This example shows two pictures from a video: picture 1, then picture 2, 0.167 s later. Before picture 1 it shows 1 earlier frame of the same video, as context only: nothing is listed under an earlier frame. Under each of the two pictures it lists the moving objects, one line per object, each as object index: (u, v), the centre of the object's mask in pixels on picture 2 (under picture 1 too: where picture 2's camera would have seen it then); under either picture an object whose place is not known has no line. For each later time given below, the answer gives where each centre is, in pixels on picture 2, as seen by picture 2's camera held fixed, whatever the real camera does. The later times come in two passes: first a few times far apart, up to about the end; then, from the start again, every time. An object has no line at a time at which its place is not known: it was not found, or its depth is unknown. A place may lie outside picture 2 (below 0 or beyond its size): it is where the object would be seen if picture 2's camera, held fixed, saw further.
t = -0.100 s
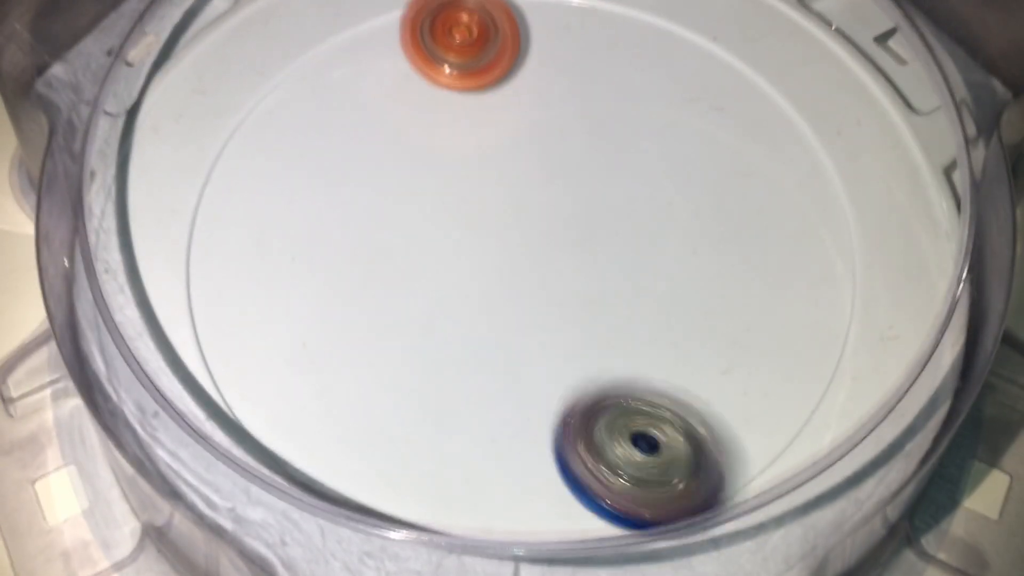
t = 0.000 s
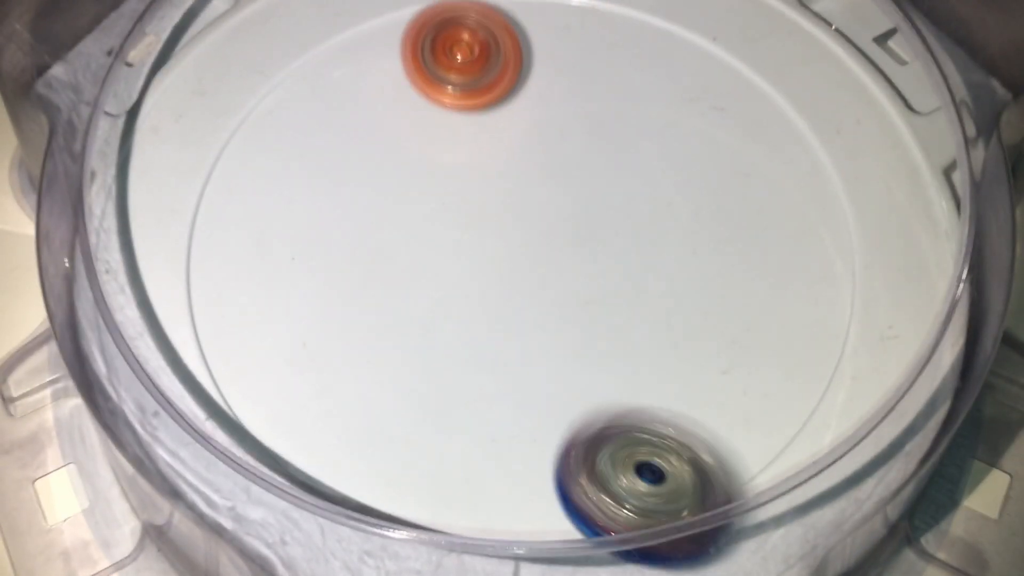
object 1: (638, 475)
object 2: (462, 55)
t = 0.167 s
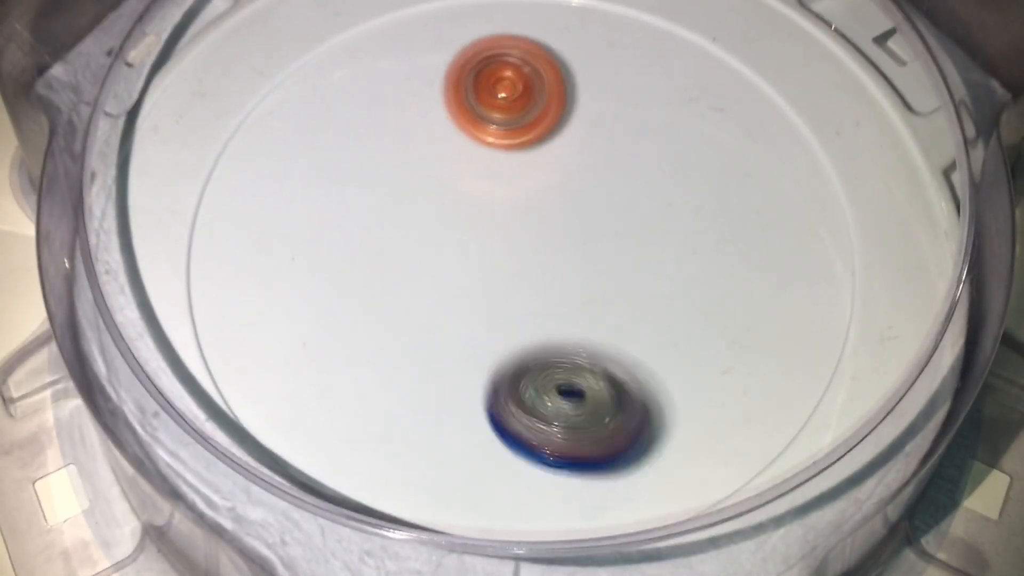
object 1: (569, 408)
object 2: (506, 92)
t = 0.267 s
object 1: (550, 341)
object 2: (548, 107)
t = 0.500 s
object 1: (623, 232)
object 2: (629, 75)
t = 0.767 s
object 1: (756, 221)
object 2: (591, 35)
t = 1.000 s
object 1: (798, 190)
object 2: (567, 95)
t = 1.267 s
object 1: (783, 147)
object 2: (639, 203)
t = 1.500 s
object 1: (762, 125)
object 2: (684, 271)
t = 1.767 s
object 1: (526, 107)
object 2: (721, 285)
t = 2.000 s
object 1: (424, 46)
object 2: (671, 296)
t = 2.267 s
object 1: (463, 43)
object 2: (607, 344)
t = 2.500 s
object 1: (418, 216)
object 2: (556, 371)
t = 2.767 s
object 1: (260, 274)
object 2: (499, 366)
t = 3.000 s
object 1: (331, 205)
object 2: (456, 340)
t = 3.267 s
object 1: (609, 182)
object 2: (468, 374)
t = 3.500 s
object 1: (725, 351)
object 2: (469, 298)
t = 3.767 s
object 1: (483, 393)
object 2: (419, 226)
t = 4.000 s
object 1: (442, 250)
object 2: (385, 108)
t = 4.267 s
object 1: (626, 147)
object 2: (342, 75)
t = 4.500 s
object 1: (712, 273)
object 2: (381, 98)
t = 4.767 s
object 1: (449, 303)
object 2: (487, 115)
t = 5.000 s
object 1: (386, 138)
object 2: (576, 118)
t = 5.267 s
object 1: (513, 45)
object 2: (717, 171)
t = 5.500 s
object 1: (540, 51)
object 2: (873, 344)
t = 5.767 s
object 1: (447, 231)
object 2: (620, 354)
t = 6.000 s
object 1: (288, 278)
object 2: (460, 330)
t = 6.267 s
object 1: (307, 191)
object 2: (399, 386)
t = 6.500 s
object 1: (533, 253)
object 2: (381, 443)
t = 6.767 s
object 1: (703, 380)
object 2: (437, 408)
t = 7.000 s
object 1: (602, 424)
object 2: (442, 315)
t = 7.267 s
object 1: (613, 262)
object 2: (350, 133)
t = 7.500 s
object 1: (687, 159)
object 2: (346, 63)
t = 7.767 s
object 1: (678, 162)
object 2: (427, 64)
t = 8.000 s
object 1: (525, 190)
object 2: (509, 57)
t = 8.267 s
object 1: (384, 158)
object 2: (606, 100)
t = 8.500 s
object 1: (451, 170)
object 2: (675, 170)
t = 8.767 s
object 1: (486, 320)
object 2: (702, 267)
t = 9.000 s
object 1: (410, 341)
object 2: (662, 343)
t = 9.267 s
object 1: (546, 250)
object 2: (563, 396)
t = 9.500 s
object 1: (682, 257)
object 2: (462, 381)
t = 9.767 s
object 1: (584, 273)
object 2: (375, 305)
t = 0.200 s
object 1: (560, 385)
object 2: (519, 98)
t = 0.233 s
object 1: (554, 361)
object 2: (533, 102)
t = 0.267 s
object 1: (550, 341)
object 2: (548, 107)
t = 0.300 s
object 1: (553, 315)
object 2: (563, 111)
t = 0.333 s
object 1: (558, 292)
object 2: (577, 113)
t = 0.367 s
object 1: (566, 272)
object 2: (590, 115)
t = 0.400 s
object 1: (577, 250)
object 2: (602, 116)
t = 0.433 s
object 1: (588, 235)
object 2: (612, 116)
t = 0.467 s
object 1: (606, 228)
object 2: (623, 97)
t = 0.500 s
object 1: (623, 232)
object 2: (629, 75)
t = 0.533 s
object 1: (641, 236)
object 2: (631, 57)
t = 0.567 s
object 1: (660, 234)
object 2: (630, 48)
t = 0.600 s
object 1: (678, 234)
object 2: (626, 42)
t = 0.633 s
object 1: (695, 236)
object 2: (620, 37)
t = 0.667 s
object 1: (712, 229)
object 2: (613, 34)
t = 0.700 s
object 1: (725, 229)
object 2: (605, 34)
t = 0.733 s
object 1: (742, 223)
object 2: (598, 34)
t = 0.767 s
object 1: (756, 221)
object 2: (591, 35)
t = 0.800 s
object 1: (768, 213)
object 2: (584, 38)
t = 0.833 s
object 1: (777, 209)
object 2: (576, 42)
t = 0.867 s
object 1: (783, 205)
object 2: (570, 47)
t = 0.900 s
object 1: (789, 200)
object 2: (566, 57)
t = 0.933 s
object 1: (793, 197)
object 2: (565, 68)
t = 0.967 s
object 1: (796, 194)
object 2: (566, 82)
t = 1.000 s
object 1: (798, 190)
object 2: (567, 95)
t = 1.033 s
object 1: (799, 185)
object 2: (571, 109)
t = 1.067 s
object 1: (798, 180)
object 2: (575, 124)
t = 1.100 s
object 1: (797, 176)
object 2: (581, 138)
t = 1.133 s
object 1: (797, 172)
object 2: (590, 152)
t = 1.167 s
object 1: (795, 167)
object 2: (601, 167)
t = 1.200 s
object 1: (792, 161)
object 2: (612, 180)
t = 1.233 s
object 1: (788, 154)
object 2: (624, 192)
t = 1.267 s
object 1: (783, 147)
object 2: (639, 203)
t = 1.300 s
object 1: (778, 141)
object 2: (653, 213)
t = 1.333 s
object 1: (780, 130)
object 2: (658, 226)
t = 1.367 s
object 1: (785, 121)
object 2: (659, 240)
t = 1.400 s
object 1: (787, 117)
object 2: (662, 251)
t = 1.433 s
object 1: (784, 117)
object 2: (667, 259)
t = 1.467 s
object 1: (777, 121)
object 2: (675, 266)
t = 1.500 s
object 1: (762, 125)
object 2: (684, 271)
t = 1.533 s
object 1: (741, 130)
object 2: (693, 276)
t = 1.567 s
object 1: (713, 133)
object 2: (702, 279)
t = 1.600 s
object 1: (681, 133)
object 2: (710, 282)
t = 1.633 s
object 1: (647, 131)
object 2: (716, 283)
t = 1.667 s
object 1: (614, 128)
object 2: (721, 284)
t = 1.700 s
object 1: (582, 122)
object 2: (723, 285)
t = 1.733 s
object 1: (553, 116)
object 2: (723, 285)
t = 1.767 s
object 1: (526, 107)
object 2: (721, 285)
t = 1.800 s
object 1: (502, 99)
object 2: (717, 285)
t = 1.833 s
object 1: (482, 90)
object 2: (712, 285)
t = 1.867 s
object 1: (464, 80)
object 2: (704, 286)
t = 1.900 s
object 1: (450, 69)
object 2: (696, 286)
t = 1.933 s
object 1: (438, 59)
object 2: (687, 289)
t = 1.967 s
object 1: (429, 52)
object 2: (679, 292)
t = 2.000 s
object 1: (424, 46)
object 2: (671, 296)
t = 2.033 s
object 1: (422, 42)
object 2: (664, 302)
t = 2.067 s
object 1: (423, 38)
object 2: (656, 307)
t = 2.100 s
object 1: (426, 36)
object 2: (648, 313)
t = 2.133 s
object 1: (431, 34)
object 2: (640, 319)
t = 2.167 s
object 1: (437, 34)
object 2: (631, 326)
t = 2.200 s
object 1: (444, 34)
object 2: (623, 332)
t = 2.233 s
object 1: (453, 37)
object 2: (615, 338)
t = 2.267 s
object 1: (463, 43)
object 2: (607, 344)
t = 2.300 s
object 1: (470, 56)
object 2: (599, 349)
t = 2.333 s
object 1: (472, 79)
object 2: (591, 354)
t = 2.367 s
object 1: (468, 110)
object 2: (583, 359)
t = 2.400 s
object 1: (461, 138)
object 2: (576, 363)
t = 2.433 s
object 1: (448, 166)
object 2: (569, 367)
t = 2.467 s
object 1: (433, 192)
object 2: (563, 369)
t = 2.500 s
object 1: (418, 216)
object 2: (556, 371)
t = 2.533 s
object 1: (399, 237)
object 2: (549, 372)
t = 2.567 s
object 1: (379, 254)
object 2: (541, 373)
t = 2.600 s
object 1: (358, 266)
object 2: (534, 373)
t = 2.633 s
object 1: (337, 276)
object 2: (528, 372)
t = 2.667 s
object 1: (316, 282)
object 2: (522, 372)
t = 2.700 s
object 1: (296, 283)
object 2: (515, 370)
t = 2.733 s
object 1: (276, 281)
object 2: (507, 369)
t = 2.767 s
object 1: (260, 274)
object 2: (499, 366)
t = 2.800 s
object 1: (244, 266)
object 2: (492, 364)
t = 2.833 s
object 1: (232, 255)
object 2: (487, 361)
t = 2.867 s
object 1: (227, 240)
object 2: (481, 358)
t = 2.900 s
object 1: (238, 220)
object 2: (476, 354)
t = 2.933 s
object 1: (260, 211)
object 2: (471, 350)
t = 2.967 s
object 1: (293, 203)
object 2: (464, 345)
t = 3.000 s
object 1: (331, 205)
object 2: (456, 340)
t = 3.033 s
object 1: (372, 207)
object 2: (447, 334)
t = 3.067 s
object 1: (412, 209)
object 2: (441, 337)
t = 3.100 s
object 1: (447, 190)
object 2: (443, 365)
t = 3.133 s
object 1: (482, 178)
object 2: (445, 384)
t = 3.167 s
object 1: (516, 171)
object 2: (449, 390)
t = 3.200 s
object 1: (550, 172)
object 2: (454, 388)
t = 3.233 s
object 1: (580, 177)
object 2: (462, 383)
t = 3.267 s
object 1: (609, 182)
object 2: (468, 374)
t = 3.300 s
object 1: (638, 197)
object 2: (472, 364)
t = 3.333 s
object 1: (663, 215)
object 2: (475, 353)
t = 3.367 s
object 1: (688, 238)
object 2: (476, 343)
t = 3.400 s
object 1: (709, 267)
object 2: (476, 332)
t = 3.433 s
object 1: (723, 291)
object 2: (475, 320)
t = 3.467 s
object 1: (730, 324)
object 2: (473, 310)
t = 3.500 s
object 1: (725, 351)
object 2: (469, 298)
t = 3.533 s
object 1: (716, 380)
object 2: (464, 288)
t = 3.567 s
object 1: (696, 404)
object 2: (457, 277)
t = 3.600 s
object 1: (667, 423)
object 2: (450, 267)
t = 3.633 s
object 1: (635, 435)
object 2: (442, 257)
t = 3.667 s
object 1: (595, 439)
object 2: (435, 246)
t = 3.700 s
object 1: (554, 432)
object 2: (429, 238)
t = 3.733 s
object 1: (517, 417)
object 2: (423, 232)
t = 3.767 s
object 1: (483, 393)
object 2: (419, 226)
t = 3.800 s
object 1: (455, 365)
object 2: (416, 221)
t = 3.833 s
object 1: (437, 338)
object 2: (412, 215)
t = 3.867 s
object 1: (430, 330)
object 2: (407, 180)
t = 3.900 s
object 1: (430, 317)
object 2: (402, 151)
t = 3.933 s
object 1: (430, 298)
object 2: (398, 131)
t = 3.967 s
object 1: (433, 274)
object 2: (393, 118)
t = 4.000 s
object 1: (442, 250)
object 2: (385, 108)
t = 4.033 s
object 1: (455, 224)
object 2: (377, 100)
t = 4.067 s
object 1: (472, 203)
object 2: (369, 92)
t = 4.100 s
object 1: (494, 183)
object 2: (361, 86)
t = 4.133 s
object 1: (517, 169)
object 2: (354, 81)
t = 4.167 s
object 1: (544, 158)
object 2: (349, 78)
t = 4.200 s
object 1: (570, 151)
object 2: (345, 76)
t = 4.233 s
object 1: (598, 147)
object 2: (343, 75)
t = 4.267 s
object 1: (626, 147)
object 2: (342, 75)
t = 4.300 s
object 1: (652, 154)
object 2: (343, 77)
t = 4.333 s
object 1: (678, 162)
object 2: (345, 79)
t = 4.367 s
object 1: (698, 178)
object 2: (349, 83)
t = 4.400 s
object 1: (712, 197)
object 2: (354, 86)
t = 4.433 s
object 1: (720, 220)
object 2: (362, 90)
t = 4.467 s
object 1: (722, 247)
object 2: (371, 94)
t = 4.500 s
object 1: (712, 273)
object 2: (381, 98)
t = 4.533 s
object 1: (693, 298)
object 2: (393, 102)
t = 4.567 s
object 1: (663, 319)
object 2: (405, 105)
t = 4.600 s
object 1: (629, 332)
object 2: (419, 108)
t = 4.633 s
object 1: (583, 340)
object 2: (433, 110)
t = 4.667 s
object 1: (553, 338)
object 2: (447, 112)
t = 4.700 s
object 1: (514, 332)
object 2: (460, 114)
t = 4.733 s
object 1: (479, 319)
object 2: (474, 115)
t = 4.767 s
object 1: (449, 303)
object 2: (487, 115)
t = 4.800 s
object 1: (425, 282)
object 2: (501, 116)
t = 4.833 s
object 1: (406, 260)
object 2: (515, 117)
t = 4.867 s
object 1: (391, 234)
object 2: (528, 117)
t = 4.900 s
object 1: (382, 211)
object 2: (542, 117)
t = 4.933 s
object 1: (378, 184)
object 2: (554, 118)
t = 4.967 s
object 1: (380, 162)
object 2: (565, 118)
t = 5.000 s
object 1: (386, 138)
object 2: (576, 118)
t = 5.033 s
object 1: (397, 118)
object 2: (586, 119)
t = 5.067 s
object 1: (411, 98)
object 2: (596, 119)
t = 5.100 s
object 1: (429, 83)
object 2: (607, 120)
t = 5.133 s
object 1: (451, 69)
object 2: (616, 120)
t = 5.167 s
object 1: (477, 61)
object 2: (625, 122)
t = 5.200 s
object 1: (504, 61)
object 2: (634, 123)
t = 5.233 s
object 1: (528, 61)
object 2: (649, 130)
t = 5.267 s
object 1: (513, 45)
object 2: (717, 171)
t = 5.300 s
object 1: (503, 37)
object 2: (776, 208)
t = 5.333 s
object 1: (500, 33)
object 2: (828, 241)
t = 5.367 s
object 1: (504, 31)
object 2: (865, 262)
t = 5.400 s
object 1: (511, 31)
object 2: (881, 290)
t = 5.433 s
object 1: (523, 34)
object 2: (903, 315)
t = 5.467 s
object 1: (533, 40)
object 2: (895, 330)
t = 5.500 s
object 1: (540, 51)
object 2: (873, 344)
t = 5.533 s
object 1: (542, 71)
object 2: (850, 354)
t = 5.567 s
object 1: (537, 100)
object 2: (827, 362)
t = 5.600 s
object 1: (529, 124)
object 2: (801, 373)
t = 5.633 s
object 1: (517, 150)
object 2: (767, 374)
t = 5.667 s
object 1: (502, 174)
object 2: (731, 373)
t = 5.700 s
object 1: (485, 196)
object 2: (694, 368)
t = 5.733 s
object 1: (467, 216)
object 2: (657, 362)
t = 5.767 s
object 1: (447, 231)
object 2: (620, 354)
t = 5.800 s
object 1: (428, 248)
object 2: (587, 346)
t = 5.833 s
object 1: (409, 260)
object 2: (552, 338)
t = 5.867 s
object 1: (390, 271)
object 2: (522, 330)
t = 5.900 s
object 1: (367, 278)
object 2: (496, 325)
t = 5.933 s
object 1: (339, 283)
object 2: (483, 325)
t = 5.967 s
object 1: (312, 282)
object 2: (471, 327)
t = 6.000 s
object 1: (288, 278)
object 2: (460, 330)
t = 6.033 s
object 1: (266, 273)
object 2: (450, 334)
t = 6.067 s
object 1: (246, 262)
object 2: (440, 339)
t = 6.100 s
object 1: (232, 250)
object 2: (432, 345)
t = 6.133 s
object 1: (224, 235)
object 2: (424, 352)
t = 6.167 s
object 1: (228, 216)
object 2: (417, 360)
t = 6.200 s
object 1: (245, 203)
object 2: (410, 368)
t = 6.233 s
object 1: (274, 194)
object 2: (404, 376)
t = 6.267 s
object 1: (307, 191)
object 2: (399, 386)
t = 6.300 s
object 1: (339, 193)
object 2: (394, 395)
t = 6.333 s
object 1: (375, 197)
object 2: (389, 404)
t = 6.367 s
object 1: (409, 204)
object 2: (385, 414)
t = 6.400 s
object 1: (442, 214)
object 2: (382, 423)
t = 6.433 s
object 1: (474, 228)
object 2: (380, 431)
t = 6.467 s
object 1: (503, 238)
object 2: (379, 438)
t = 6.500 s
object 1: (533, 253)
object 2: (381, 443)
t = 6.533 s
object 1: (560, 270)
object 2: (385, 446)
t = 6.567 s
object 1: (585, 282)
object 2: (390, 446)
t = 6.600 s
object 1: (609, 295)
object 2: (395, 444)
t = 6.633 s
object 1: (632, 311)
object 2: (403, 440)
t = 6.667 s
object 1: (652, 328)
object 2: (412, 434)
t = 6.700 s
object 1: (674, 345)
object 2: (421, 426)
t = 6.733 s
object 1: (689, 360)
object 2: (430, 418)
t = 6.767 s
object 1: (703, 380)
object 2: (437, 408)
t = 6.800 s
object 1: (709, 397)
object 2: (443, 396)
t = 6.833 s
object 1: (709, 415)
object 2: (446, 384)
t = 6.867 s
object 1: (701, 437)
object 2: (448, 371)
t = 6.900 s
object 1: (685, 445)
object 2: (449, 357)
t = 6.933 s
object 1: (662, 450)
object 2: (447, 343)
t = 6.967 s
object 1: (629, 439)
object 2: (445, 330)
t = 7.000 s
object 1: (602, 424)
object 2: (442, 315)
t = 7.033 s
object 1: (575, 400)
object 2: (438, 301)
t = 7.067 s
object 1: (561, 374)
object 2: (434, 286)
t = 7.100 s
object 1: (553, 348)
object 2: (426, 267)
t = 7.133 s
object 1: (569, 336)
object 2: (396, 227)
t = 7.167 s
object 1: (580, 321)
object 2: (376, 196)
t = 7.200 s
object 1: (592, 302)
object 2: (365, 171)
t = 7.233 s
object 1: (602, 282)
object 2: (357, 150)
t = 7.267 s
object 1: (613, 262)
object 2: (350, 133)
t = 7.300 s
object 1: (625, 244)
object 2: (344, 118)
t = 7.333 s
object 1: (634, 227)
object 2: (341, 105)
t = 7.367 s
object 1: (644, 212)
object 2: (339, 94)
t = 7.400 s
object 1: (655, 196)
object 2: (338, 84)
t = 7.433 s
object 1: (665, 185)
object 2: (339, 75)
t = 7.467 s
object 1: (677, 172)
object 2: (342, 68)
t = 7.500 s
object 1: (687, 159)
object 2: (346, 63)
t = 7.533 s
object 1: (698, 149)
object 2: (353, 59)
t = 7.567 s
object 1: (710, 142)
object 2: (360, 57)
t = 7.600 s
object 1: (718, 141)
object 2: (368, 55)
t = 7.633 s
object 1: (720, 141)
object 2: (379, 56)
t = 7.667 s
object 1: (718, 145)
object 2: (389, 56)
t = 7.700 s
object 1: (709, 149)
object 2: (401, 59)
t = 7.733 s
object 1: (696, 156)
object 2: (414, 61)
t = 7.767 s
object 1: (678, 162)
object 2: (427, 64)
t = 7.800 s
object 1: (654, 166)
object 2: (441, 66)
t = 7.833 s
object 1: (628, 167)
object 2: (455, 69)
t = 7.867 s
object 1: (603, 167)
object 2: (469, 72)
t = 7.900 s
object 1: (580, 165)
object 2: (485, 75)
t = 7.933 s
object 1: (563, 174)
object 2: (491, 66)
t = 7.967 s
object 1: (546, 184)
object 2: (499, 58)
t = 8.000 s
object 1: (525, 190)
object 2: (509, 57)
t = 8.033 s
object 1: (503, 194)
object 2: (521, 59)
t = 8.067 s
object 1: (481, 195)
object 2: (533, 63)
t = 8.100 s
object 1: (459, 194)
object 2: (545, 67)
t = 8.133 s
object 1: (438, 191)
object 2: (558, 72)
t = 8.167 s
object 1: (419, 187)
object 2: (570, 79)
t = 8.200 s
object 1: (404, 179)
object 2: (582, 85)
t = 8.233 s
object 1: (391, 169)
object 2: (595, 92)
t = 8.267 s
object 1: (384, 158)
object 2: (606, 100)
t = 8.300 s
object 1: (382, 148)
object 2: (618, 108)
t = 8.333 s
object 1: (386, 142)
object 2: (629, 117)
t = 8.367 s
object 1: (396, 139)
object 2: (639, 127)
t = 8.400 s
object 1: (407, 141)
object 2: (650, 137)
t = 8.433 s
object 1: (421, 146)
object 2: (660, 147)
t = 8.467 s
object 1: (437, 156)
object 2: (667, 158)
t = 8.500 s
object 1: (451, 170)
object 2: (675, 170)
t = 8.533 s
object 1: (465, 186)
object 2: (682, 181)
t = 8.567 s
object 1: (475, 208)
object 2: (688, 194)
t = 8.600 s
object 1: (483, 225)
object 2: (693, 206)
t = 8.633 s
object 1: (488, 245)
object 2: (697, 218)
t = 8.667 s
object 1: (490, 264)
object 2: (700, 231)
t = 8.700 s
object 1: (491, 285)
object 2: (702, 243)
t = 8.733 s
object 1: (490, 303)
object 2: (702, 255)
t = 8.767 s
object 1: (486, 320)
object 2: (702, 267)
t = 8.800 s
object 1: (479, 335)
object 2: (700, 278)
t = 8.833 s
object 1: (469, 350)
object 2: (696, 290)
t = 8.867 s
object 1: (455, 359)
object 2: (691, 301)
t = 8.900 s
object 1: (438, 364)
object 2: (686, 311)
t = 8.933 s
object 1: (422, 362)
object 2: (679, 322)
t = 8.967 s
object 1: (413, 354)
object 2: (671, 333)
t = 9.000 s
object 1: (410, 341)
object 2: (662, 343)
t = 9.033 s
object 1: (414, 326)
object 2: (652, 353)
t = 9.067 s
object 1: (424, 309)
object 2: (641, 362)
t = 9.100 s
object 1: (440, 294)
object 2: (630, 371)
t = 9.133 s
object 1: (459, 281)
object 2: (618, 377)
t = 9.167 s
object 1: (480, 270)
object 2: (604, 383)
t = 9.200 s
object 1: (501, 261)
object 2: (592, 389)
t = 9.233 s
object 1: (524, 255)
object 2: (577, 393)
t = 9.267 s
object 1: (546, 250)
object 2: (563, 396)
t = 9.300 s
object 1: (569, 246)
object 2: (548, 397)
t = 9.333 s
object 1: (592, 245)
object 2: (533, 398)
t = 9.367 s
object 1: (612, 242)
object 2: (519, 398)
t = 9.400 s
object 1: (633, 243)
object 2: (503, 393)
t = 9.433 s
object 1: (652, 245)
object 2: (490, 392)
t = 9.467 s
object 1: (670, 249)
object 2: (476, 387)
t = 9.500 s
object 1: (682, 257)
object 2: (462, 381)
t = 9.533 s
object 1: (691, 270)
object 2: (450, 374)
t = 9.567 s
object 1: (693, 283)
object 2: (437, 367)
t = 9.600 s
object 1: (683, 293)
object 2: (425, 359)
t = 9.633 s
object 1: (665, 299)
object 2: (414, 349)
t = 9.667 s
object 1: (644, 299)
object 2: (404, 339)
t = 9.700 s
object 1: (623, 294)
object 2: (393, 328)
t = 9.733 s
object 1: (602, 285)
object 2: (384, 317)
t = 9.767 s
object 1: (584, 273)
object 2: (375, 305)
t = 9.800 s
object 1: (567, 258)
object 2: (368, 294)
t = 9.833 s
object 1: (553, 242)
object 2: (363, 281)
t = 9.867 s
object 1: (541, 226)
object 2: (358, 269)
